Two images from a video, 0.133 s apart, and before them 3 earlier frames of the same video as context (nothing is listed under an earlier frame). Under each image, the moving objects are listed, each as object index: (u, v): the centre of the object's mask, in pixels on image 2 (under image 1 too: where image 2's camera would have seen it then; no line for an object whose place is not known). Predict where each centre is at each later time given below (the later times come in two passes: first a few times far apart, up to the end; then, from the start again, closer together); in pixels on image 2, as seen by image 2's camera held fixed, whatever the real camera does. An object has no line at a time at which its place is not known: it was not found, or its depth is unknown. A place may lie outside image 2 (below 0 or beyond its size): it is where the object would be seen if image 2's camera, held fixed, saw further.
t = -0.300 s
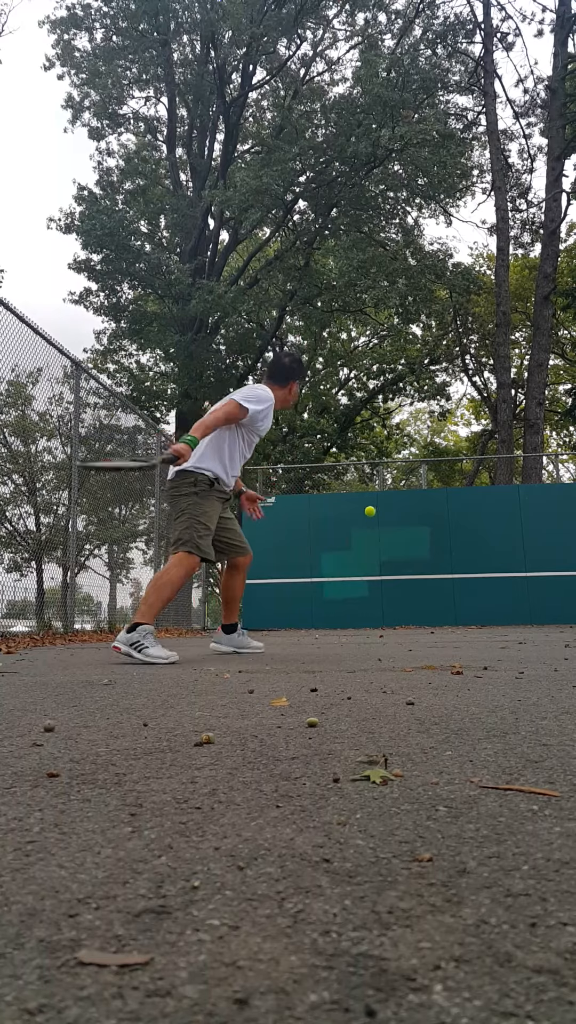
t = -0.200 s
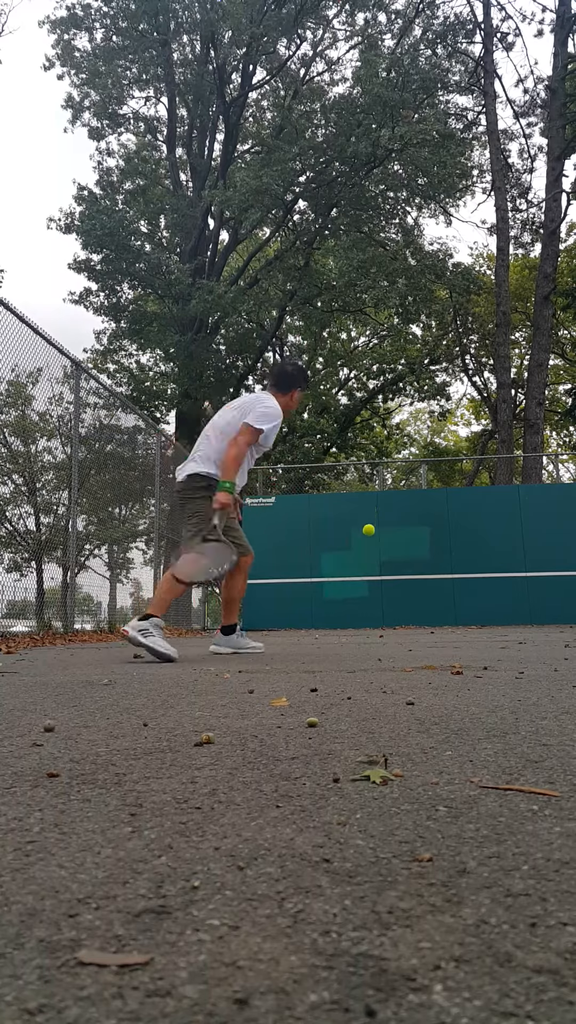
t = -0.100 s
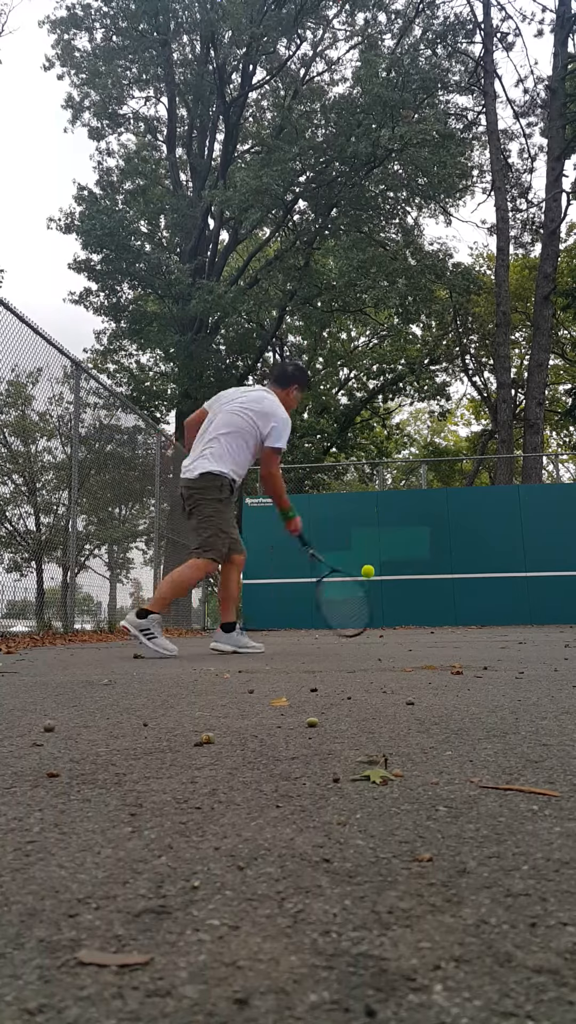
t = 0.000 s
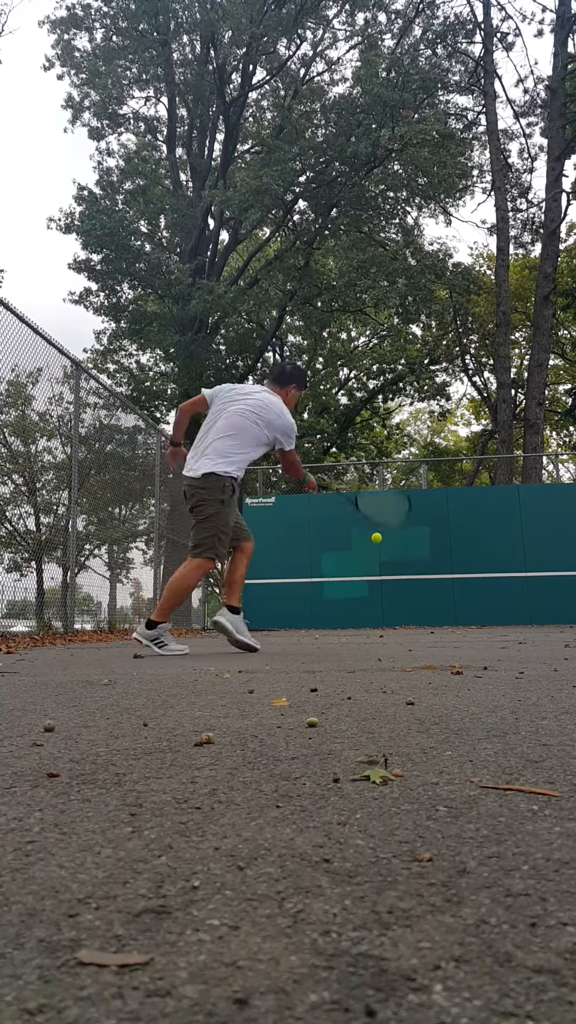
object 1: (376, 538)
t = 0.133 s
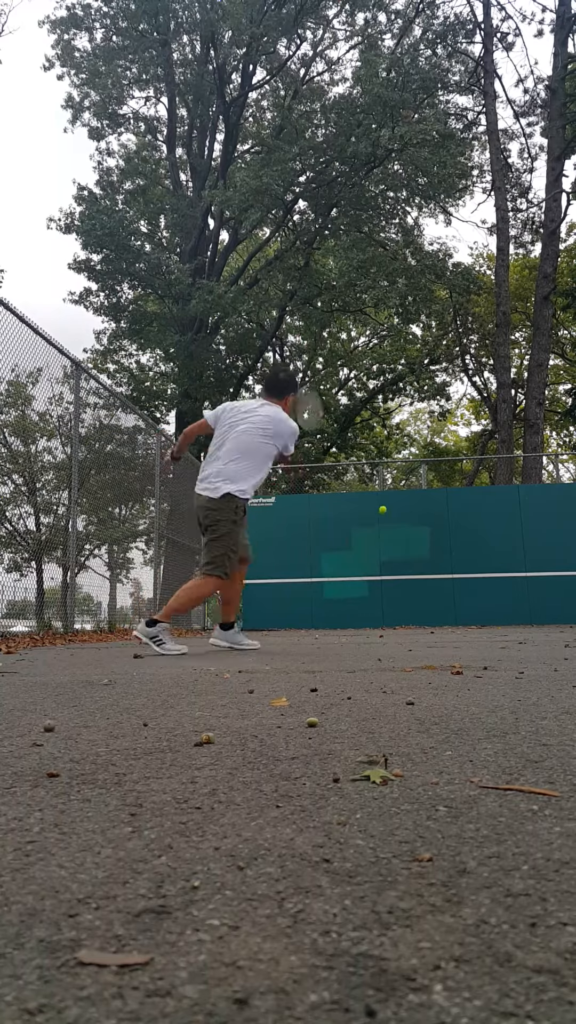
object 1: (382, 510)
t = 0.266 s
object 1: (385, 509)
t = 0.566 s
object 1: (390, 519)
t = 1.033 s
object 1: (420, 521)
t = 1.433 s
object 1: (462, 567)
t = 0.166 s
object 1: (383, 508)
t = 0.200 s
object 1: (384, 507)
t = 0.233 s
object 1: (385, 508)
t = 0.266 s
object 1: (385, 509)
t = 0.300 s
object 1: (386, 511)
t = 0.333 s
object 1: (386, 514)
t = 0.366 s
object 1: (386, 517)
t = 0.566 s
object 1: (390, 519)
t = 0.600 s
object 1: (391, 515)
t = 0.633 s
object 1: (393, 511)
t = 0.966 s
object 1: (414, 510)
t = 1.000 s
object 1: (417, 515)
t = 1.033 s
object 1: (420, 521)
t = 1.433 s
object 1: (462, 567)
